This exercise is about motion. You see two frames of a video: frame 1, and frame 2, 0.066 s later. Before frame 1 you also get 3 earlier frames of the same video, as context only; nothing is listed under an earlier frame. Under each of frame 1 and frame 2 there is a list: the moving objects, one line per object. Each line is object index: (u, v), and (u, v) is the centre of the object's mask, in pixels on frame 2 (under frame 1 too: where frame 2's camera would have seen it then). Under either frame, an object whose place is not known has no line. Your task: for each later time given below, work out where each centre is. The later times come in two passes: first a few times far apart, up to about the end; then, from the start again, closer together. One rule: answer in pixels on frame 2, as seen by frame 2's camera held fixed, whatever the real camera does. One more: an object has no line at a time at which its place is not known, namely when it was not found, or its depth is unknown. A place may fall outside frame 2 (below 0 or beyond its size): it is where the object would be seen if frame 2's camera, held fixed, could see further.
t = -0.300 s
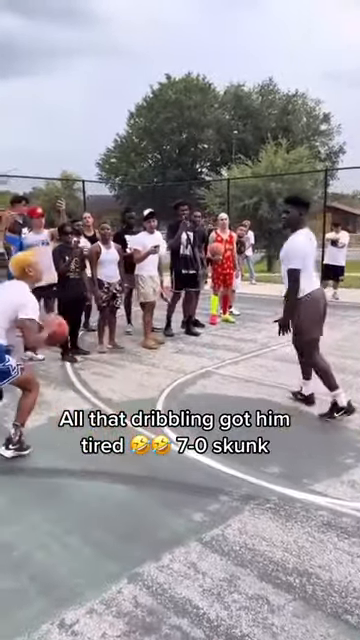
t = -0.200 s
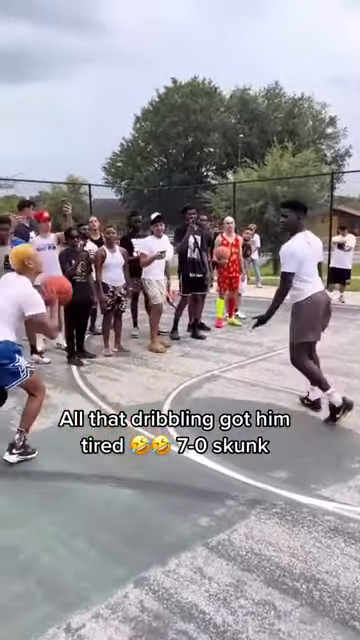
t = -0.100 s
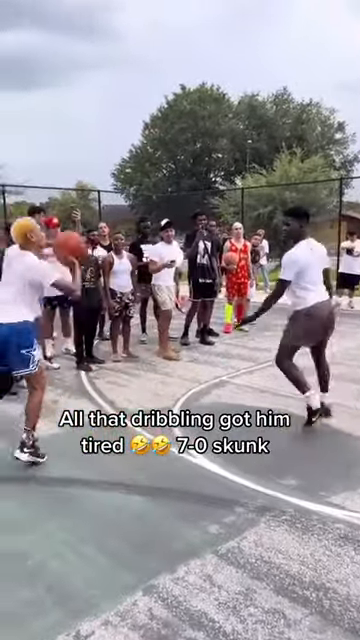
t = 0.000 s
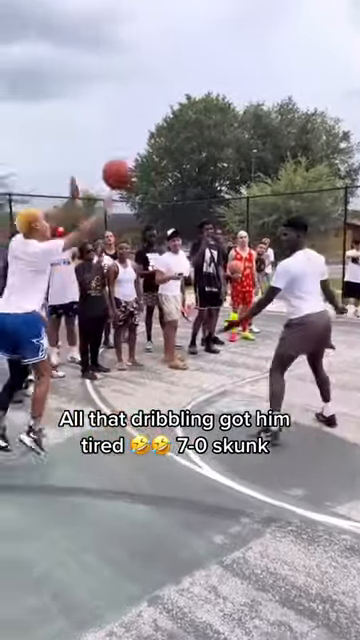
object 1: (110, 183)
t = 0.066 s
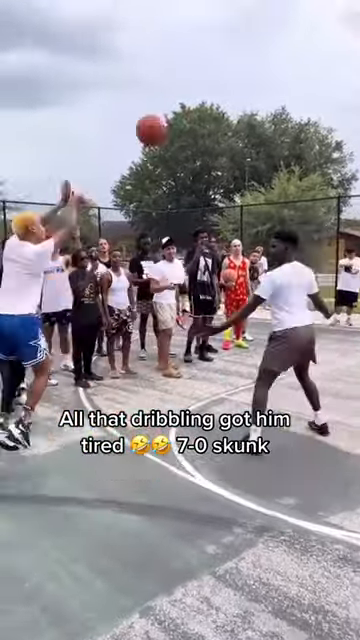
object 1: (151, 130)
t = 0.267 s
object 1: (251, 24)
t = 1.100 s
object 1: (492, 99)
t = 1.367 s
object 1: (511, 130)
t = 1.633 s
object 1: (505, 120)
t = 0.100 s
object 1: (169, 107)
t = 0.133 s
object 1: (187, 87)
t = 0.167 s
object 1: (204, 68)
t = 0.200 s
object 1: (220, 52)
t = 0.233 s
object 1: (236, 37)
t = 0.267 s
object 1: (251, 24)
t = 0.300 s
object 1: (266, 13)
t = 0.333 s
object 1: (279, 4)
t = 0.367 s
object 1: (293, -4)
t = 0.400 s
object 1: (306, -10)
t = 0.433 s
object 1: (319, -16)
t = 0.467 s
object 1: (332, -20)
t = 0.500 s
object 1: (344, -22)
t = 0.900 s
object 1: (455, 33)
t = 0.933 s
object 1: (461, 43)
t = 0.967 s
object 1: (468, 53)
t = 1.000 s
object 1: (474, 64)
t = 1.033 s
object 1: (481, 75)
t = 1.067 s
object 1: (486, 87)
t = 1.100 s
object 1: (492, 99)
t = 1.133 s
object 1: (497, 111)
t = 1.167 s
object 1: (502, 124)
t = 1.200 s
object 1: (507, 138)
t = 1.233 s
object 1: (512, 150)
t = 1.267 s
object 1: (512, 147)
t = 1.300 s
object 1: (511, 141)
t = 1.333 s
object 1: (510, 136)
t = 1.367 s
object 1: (511, 130)
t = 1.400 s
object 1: (510, 126)
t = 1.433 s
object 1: (510, 123)
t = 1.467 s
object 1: (509, 120)
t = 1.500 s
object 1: (509, 118)
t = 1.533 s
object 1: (508, 118)
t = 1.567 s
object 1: (507, 117)
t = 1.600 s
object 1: (507, 118)
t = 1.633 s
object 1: (505, 120)
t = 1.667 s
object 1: (504, 122)
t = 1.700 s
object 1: (503, 125)
